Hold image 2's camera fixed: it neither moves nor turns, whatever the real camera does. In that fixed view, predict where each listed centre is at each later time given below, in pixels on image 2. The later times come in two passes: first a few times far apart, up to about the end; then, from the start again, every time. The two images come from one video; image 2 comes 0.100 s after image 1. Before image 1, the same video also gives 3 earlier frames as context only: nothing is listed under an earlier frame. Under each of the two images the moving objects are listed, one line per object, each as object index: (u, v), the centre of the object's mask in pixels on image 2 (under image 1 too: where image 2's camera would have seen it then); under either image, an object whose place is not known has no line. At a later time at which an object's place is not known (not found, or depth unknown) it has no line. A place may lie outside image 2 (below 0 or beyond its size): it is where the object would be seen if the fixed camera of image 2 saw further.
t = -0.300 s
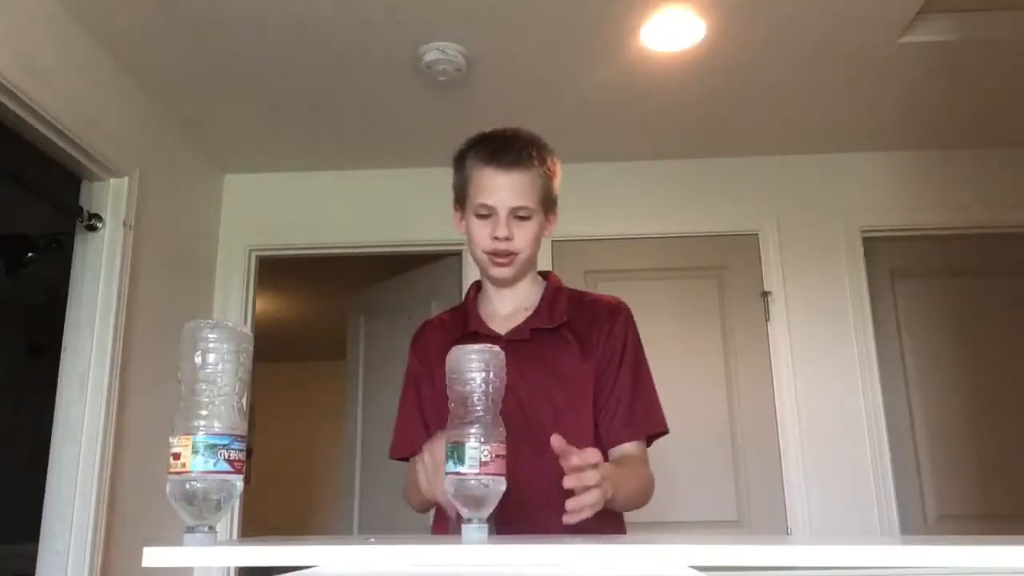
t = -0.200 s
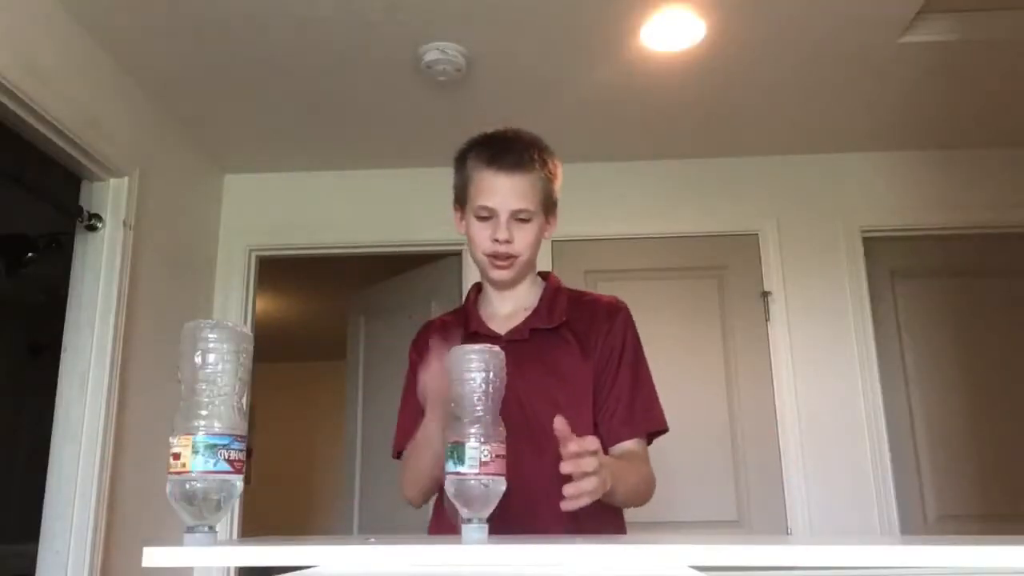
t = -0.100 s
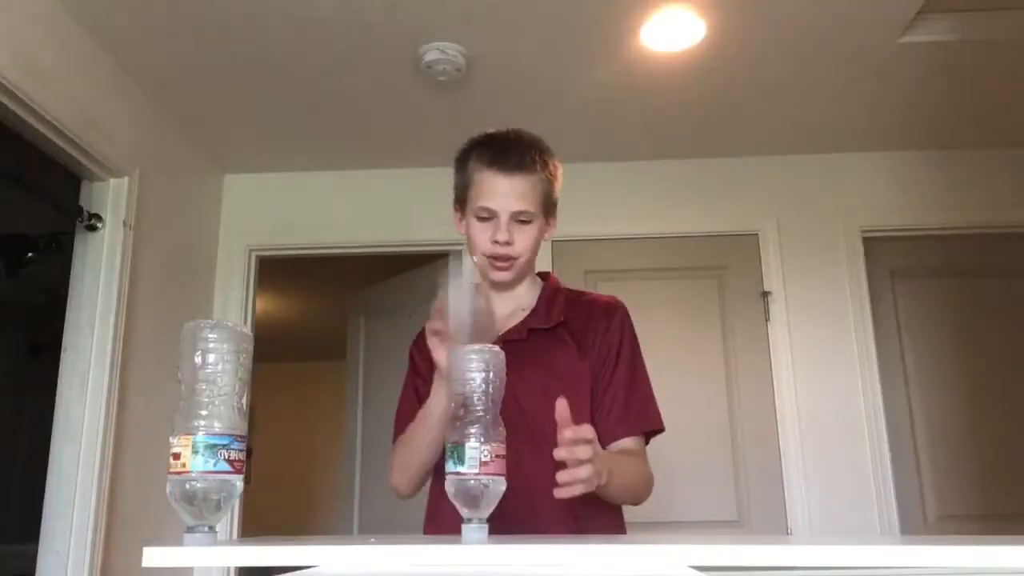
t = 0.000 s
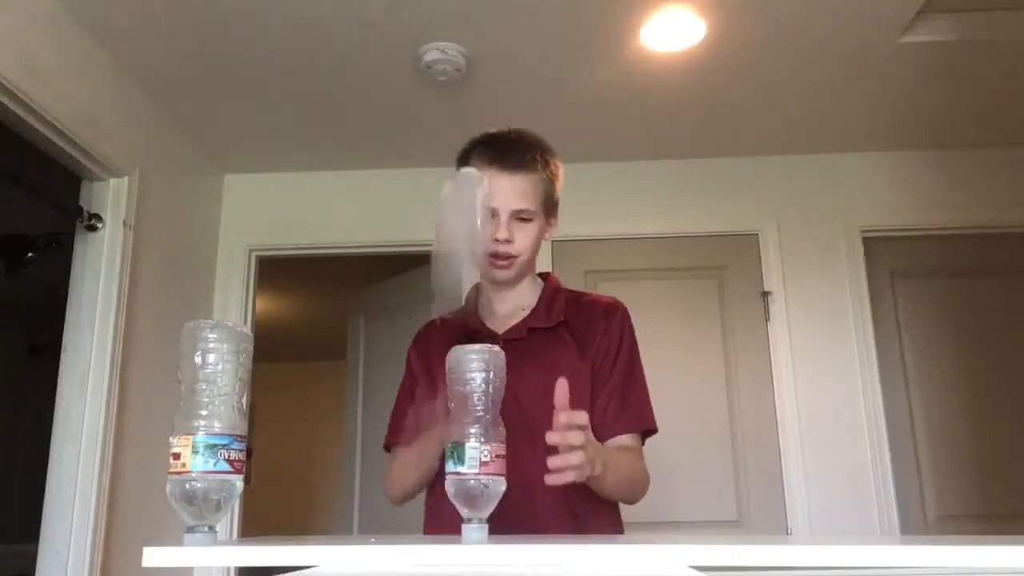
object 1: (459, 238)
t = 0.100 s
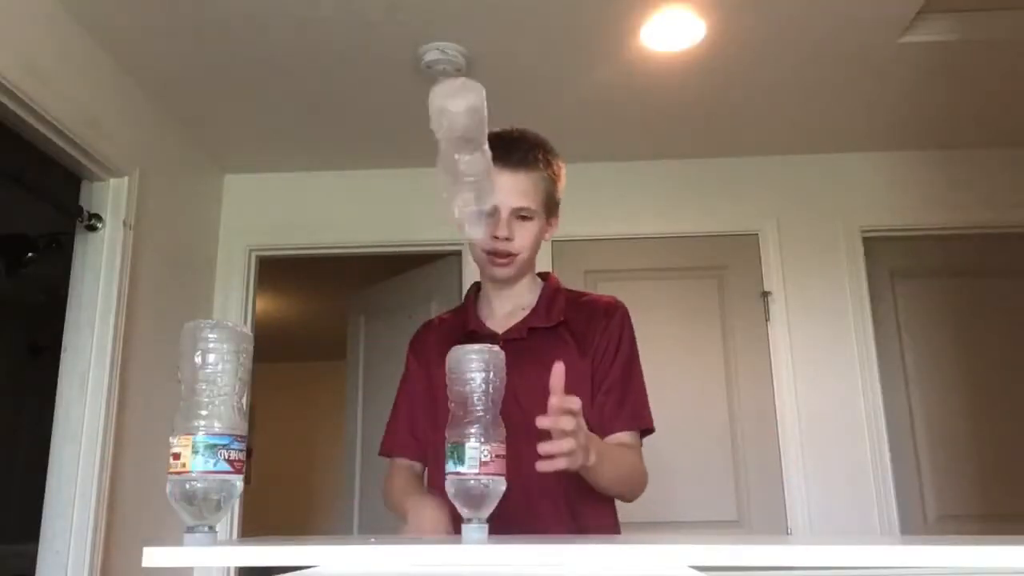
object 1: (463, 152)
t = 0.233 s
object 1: (467, 248)
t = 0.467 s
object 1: (470, 252)
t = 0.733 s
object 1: (480, 251)
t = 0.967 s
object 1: (471, 249)
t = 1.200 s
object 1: (477, 250)
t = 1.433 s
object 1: (475, 251)
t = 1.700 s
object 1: (474, 250)
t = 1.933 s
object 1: (475, 251)
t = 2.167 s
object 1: (476, 251)
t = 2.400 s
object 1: (475, 251)
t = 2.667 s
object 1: (475, 251)
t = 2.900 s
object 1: (474, 251)
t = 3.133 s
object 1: (475, 251)
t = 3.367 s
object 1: (475, 251)
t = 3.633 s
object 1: (475, 251)
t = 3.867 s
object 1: (475, 251)
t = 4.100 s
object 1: (475, 251)
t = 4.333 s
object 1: (475, 252)
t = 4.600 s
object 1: (475, 251)
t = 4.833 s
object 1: (475, 252)
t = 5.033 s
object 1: (475, 251)
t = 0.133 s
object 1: (465, 160)
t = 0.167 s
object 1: (466, 179)
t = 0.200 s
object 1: (466, 210)
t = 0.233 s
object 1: (467, 248)
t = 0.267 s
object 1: (466, 248)
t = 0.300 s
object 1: (467, 249)
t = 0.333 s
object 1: (468, 250)
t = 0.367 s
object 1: (469, 251)
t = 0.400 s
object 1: (469, 251)
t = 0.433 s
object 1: (469, 251)
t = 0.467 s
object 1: (470, 252)
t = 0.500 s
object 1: (472, 250)
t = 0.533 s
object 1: (476, 251)
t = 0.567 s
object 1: (479, 251)
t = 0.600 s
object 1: (479, 251)
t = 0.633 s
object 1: (480, 251)
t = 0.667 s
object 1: (480, 251)
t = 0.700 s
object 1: (481, 251)
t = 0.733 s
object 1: (480, 251)
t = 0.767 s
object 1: (479, 252)
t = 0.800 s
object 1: (478, 251)
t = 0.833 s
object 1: (474, 251)
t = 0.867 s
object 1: (472, 250)
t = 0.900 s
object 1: (472, 250)
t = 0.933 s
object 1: (471, 248)
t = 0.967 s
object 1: (471, 249)
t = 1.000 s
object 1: (471, 250)
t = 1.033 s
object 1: (472, 249)
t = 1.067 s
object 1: (474, 251)
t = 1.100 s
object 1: (478, 250)
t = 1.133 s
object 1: (476, 252)
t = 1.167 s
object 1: (477, 251)
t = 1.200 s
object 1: (477, 250)
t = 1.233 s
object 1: (476, 250)
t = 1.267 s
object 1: (475, 251)
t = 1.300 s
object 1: (473, 252)
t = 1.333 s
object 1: (473, 251)
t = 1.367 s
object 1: (473, 250)
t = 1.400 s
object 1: (474, 251)
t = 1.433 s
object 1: (475, 251)
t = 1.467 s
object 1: (475, 251)
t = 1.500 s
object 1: (475, 251)
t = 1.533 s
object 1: (475, 251)
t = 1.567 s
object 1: (475, 251)
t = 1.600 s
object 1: (475, 251)
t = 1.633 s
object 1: (474, 251)
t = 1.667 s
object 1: (473, 251)
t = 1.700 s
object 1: (474, 250)
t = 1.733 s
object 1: (475, 252)
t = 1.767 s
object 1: (475, 251)
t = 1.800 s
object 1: (475, 251)
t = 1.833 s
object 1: (475, 251)
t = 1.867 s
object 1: (475, 251)
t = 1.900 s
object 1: (475, 251)
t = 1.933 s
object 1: (475, 251)
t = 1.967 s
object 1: (475, 251)
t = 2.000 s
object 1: (475, 251)
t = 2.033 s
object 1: (475, 251)
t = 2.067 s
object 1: (476, 252)
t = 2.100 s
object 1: (476, 252)
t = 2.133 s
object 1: (476, 253)
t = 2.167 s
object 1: (476, 251)
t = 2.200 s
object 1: (475, 250)
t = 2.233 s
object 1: (475, 250)
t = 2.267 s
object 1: (475, 250)
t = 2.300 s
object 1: (475, 250)
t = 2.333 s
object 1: (475, 251)
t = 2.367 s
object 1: (475, 250)
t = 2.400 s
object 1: (475, 251)
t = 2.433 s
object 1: (475, 250)
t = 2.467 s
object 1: (475, 250)
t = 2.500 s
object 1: (475, 250)
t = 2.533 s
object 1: (475, 250)
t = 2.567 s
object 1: (475, 250)
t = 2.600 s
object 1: (474, 250)
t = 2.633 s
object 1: (475, 251)
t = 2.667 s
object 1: (475, 251)
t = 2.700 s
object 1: (475, 251)
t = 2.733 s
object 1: (475, 250)
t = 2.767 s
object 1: (475, 250)
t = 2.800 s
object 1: (475, 251)
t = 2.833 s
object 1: (475, 251)
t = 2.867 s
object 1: (474, 251)
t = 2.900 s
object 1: (474, 251)
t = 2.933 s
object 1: (475, 251)
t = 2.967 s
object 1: (475, 251)
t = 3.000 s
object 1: (475, 251)
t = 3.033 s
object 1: (475, 250)
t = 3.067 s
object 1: (475, 251)
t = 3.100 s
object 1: (475, 251)
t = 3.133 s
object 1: (475, 251)
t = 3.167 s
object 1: (475, 251)
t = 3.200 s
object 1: (475, 251)
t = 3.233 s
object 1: (475, 251)
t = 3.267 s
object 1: (475, 251)
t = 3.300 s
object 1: (475, 250)
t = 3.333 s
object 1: (475, 251)
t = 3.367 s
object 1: (475, 251)
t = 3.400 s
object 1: (475, 251)
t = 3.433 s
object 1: (474, 251)
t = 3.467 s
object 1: (474, 251)
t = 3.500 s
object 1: (474, 250)
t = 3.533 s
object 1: (475, 251)
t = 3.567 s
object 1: (475, 251)
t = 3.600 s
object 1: (475, 251)
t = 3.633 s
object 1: (475, 251)
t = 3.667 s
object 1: (475, 251)
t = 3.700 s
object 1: (475, 251)
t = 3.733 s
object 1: (475, 251)
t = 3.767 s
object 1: (475, 251)
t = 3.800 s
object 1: (475, 251)
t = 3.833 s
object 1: (475, 251)
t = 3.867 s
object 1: (475, 251)
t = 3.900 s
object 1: (475, 251)
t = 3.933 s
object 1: (475, 251)
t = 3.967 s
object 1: (475, 251)
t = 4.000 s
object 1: (475, 251)
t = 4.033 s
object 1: (475, 251)
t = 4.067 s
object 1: (475, 251)
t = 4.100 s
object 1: (475, 251)
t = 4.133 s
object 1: (475, 251)
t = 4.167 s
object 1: (475, 251)
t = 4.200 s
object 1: (475, 251)
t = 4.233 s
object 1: (475, 251)
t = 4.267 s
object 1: (475, 251)
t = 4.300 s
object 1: (475, 251)
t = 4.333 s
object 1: (475, 252)
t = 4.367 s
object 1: (475, 251)
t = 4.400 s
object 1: (475, 251)
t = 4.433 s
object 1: (475, 251)
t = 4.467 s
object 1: (475, 252)
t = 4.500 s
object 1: (475, 252)
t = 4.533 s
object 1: (475, 251)
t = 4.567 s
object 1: (475, 252)
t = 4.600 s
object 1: (475, 251)
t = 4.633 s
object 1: (475, 252)
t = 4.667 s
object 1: (475, 251)
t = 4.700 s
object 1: (475, 251)
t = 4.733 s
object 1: (475, 251)
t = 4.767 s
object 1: (475, 252)
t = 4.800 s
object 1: (475, 251)
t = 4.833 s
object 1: (475, 252)
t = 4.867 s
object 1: (475, 251)
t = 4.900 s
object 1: (474, 251)
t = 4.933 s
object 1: (475, 251)
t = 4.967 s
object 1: (475, 251)
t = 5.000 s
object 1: (475, 251)
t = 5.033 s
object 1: (475, 251)
